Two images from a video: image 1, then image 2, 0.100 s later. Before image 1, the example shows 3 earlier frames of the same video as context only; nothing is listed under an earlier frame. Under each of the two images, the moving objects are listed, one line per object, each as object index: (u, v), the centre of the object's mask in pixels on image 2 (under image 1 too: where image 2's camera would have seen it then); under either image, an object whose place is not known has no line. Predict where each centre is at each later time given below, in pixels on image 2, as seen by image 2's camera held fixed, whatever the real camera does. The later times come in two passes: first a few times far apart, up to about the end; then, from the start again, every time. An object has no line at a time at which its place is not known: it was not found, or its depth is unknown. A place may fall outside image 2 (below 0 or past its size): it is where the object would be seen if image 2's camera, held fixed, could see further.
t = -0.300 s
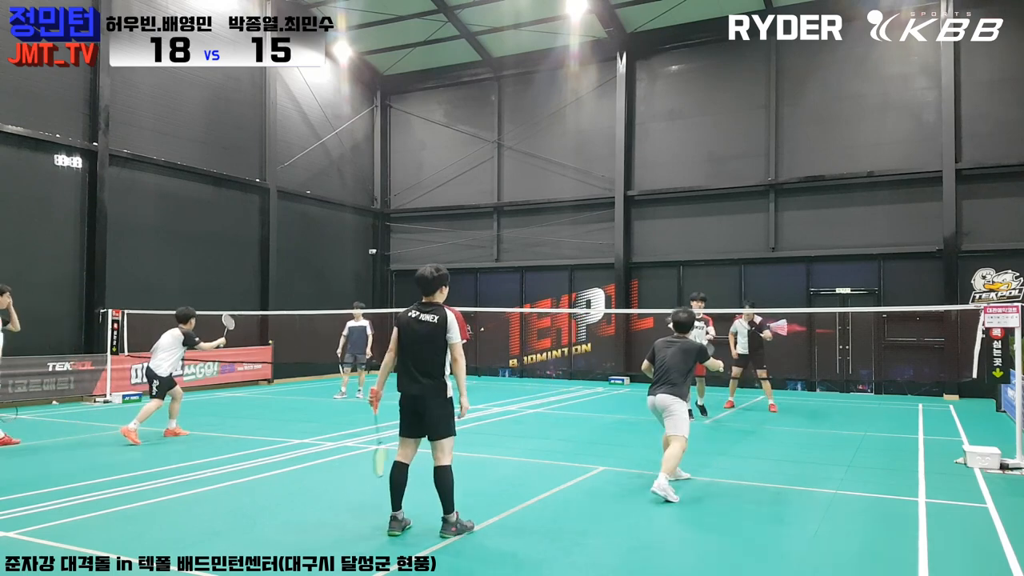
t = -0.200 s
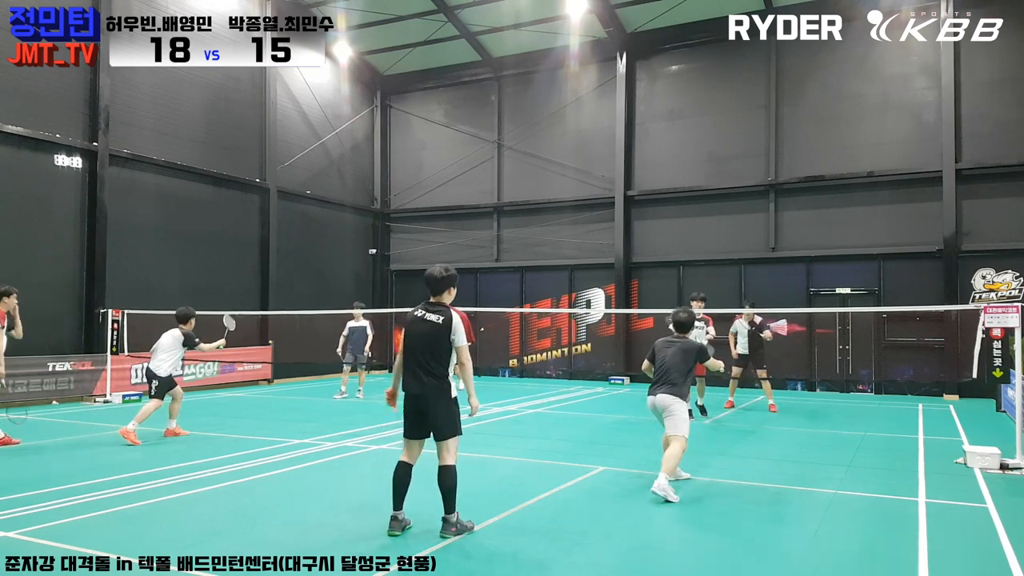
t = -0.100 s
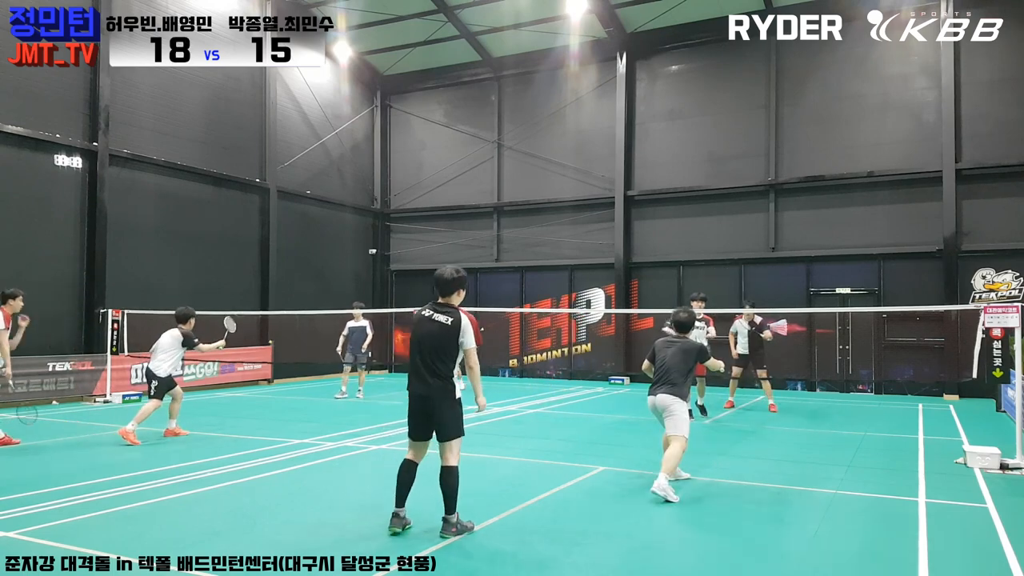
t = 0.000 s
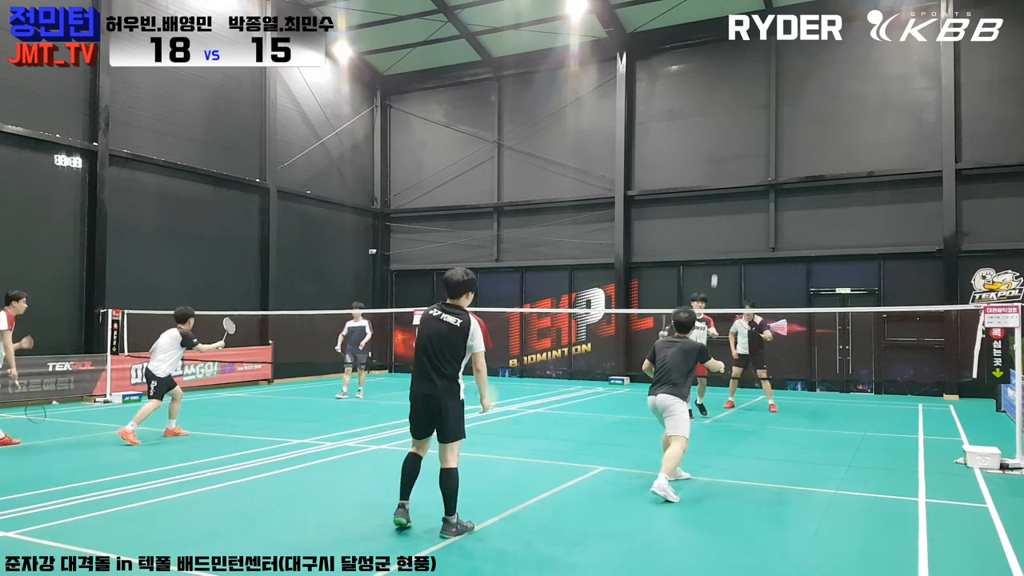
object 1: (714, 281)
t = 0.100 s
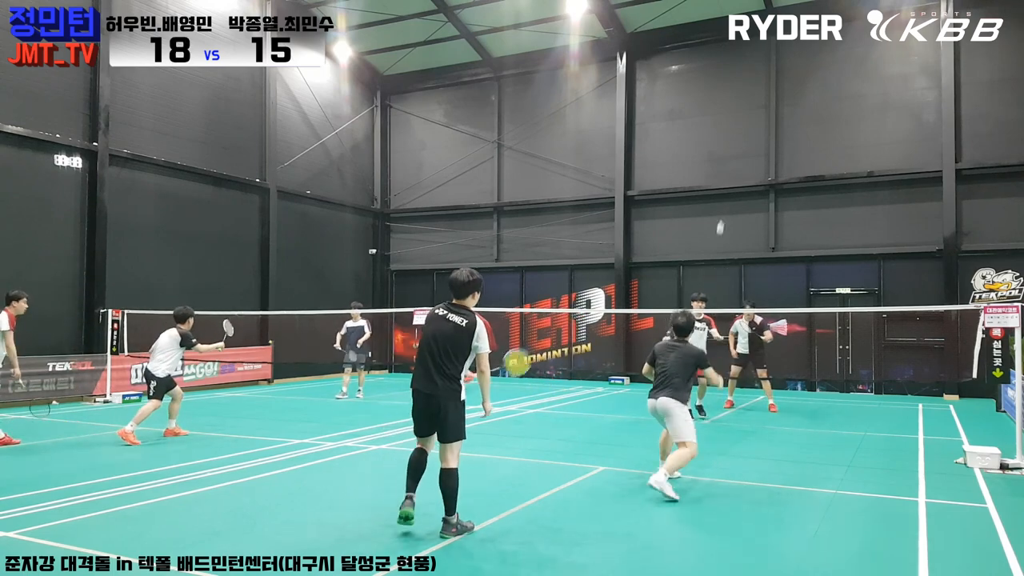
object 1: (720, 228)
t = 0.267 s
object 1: (731, 158)
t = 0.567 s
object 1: (750, 103)
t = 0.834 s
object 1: (762, 160)
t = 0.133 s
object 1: (722, 212)
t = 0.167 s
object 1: (724, 197)
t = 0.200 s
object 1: (727, 183)
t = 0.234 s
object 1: (729, 170)
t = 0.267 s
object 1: (731, 158)
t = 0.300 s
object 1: (733, 147)
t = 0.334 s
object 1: (736, 137)
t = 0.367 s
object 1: (738, 128)
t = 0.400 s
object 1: (740, 121)
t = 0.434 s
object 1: (742, 115)
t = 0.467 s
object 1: (744, 109)
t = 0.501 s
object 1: (746, 106)
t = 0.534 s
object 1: (748, 103)
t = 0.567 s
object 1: (750, 103)
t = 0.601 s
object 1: (752, 104)
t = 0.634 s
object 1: (753, 105)
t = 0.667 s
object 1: (755, 109)
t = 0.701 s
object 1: (756, 115)
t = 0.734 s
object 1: (758, 123)
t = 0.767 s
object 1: (760, 133)
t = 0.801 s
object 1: (761, 145)
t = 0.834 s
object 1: (762, 160)
